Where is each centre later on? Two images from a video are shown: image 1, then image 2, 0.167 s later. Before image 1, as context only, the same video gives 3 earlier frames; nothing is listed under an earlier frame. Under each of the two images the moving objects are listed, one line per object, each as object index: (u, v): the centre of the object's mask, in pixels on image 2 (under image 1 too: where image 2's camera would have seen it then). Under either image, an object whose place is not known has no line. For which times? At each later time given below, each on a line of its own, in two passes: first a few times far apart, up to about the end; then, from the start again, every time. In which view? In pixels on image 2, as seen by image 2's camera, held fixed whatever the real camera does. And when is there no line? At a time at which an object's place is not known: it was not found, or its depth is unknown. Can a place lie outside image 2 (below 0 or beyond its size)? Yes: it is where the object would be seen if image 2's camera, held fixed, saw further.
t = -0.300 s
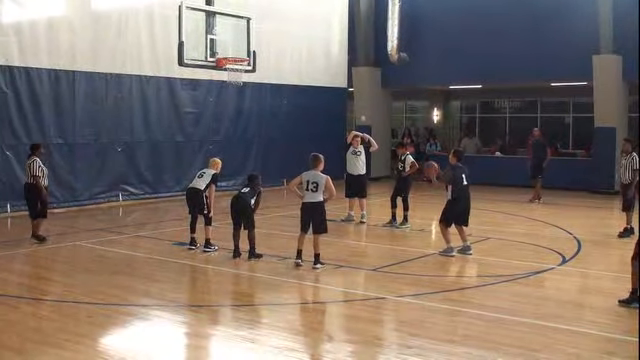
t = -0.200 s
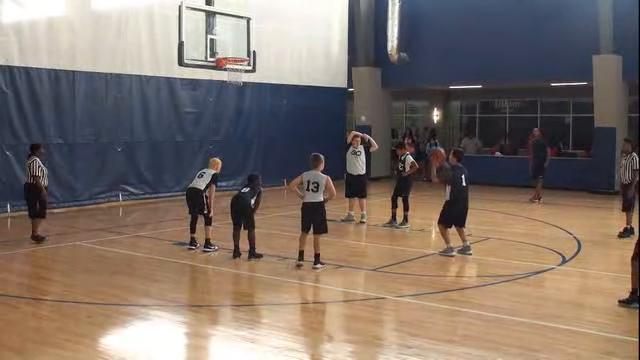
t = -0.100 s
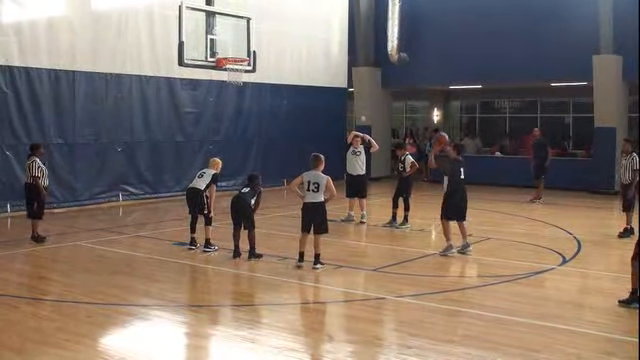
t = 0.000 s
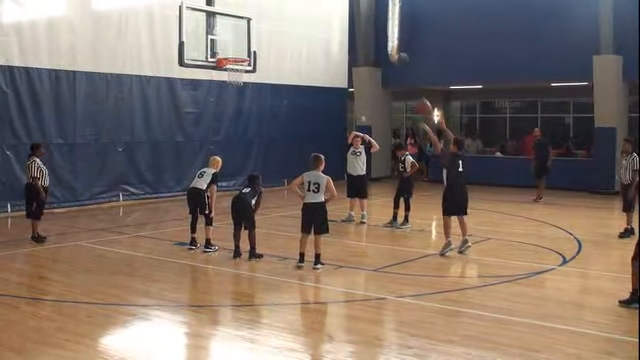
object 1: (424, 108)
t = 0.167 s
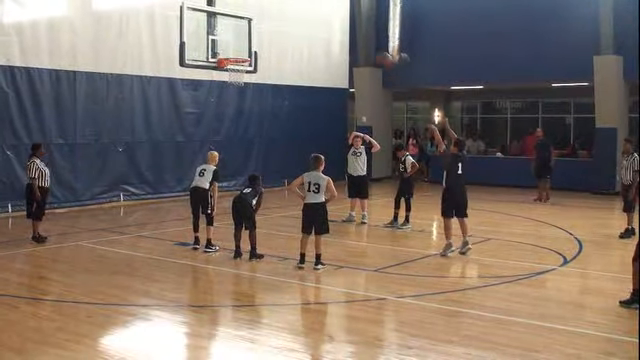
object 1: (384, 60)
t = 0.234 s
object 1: (370, 48)
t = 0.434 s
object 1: (323, 24)
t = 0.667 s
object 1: (277, 30)
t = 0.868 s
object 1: (244, 55)
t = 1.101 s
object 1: (250, 57)
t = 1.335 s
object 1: (259, 94)
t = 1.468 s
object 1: (264, 134)
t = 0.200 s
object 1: (376, 54)
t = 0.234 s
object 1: (370, 48)
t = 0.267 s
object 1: (361, 43)
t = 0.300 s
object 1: (353, 38)
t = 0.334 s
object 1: (346, 32)
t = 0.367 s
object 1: (337, 29)
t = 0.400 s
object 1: (330, 26)
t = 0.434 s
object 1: (323, 24)
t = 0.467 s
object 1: (316, 23)
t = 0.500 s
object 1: (309, 23)
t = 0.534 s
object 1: (303, 23)
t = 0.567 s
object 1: (296, 23)
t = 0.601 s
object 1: (289, 25)
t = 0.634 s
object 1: (283, 27)
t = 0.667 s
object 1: (277, 30)
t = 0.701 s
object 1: (270, 33)
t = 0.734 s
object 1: (264, 37)
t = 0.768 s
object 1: (258, 42)
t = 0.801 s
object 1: (252, 46)
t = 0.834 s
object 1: (246, 52)
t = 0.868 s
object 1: (244, 55)
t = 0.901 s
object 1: (244, 53)
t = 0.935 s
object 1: (245, 52)
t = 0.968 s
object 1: (246, 52)
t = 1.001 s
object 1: (247, 52)
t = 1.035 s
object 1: (248, 53)
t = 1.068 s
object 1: (249, 55)
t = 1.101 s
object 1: (250, 57)
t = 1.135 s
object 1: (252, 59)
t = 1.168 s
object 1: (253, 62)
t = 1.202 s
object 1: (253, 69)
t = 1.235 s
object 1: (255, 74)
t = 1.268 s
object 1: (256, 79)
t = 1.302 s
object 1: (257, 87)
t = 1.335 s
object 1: (259, 94)
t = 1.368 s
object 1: (260, 103)
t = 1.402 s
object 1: (261, 113)
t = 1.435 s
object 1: (263, 122)
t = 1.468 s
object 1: (264, 134)
